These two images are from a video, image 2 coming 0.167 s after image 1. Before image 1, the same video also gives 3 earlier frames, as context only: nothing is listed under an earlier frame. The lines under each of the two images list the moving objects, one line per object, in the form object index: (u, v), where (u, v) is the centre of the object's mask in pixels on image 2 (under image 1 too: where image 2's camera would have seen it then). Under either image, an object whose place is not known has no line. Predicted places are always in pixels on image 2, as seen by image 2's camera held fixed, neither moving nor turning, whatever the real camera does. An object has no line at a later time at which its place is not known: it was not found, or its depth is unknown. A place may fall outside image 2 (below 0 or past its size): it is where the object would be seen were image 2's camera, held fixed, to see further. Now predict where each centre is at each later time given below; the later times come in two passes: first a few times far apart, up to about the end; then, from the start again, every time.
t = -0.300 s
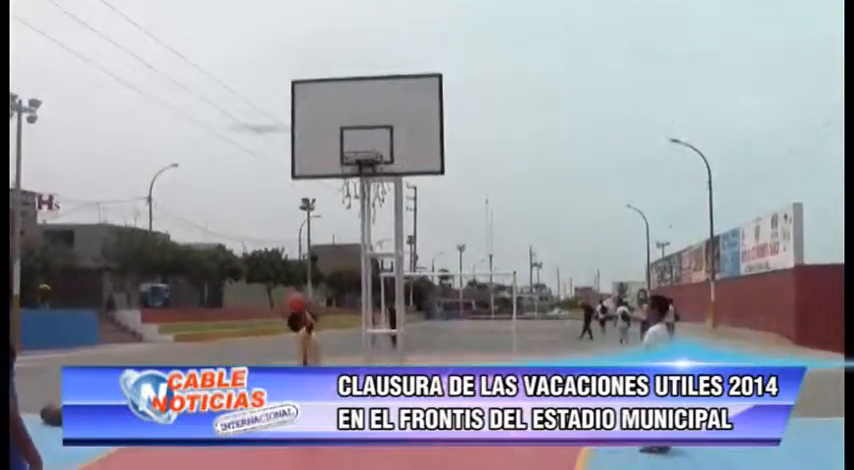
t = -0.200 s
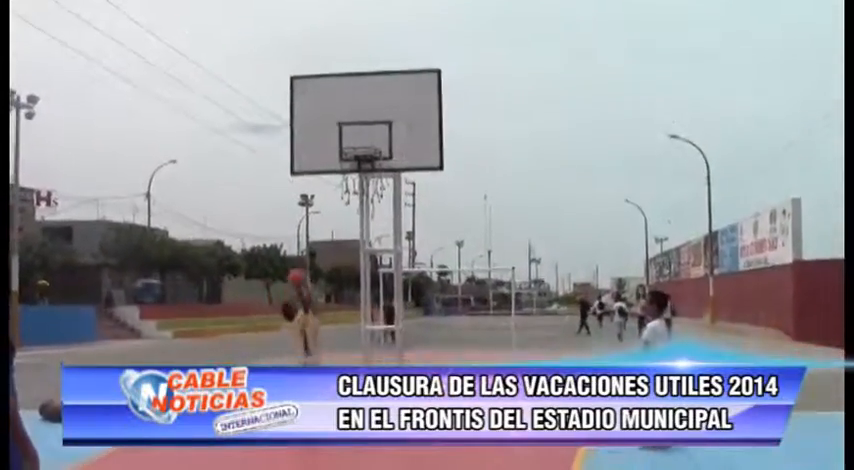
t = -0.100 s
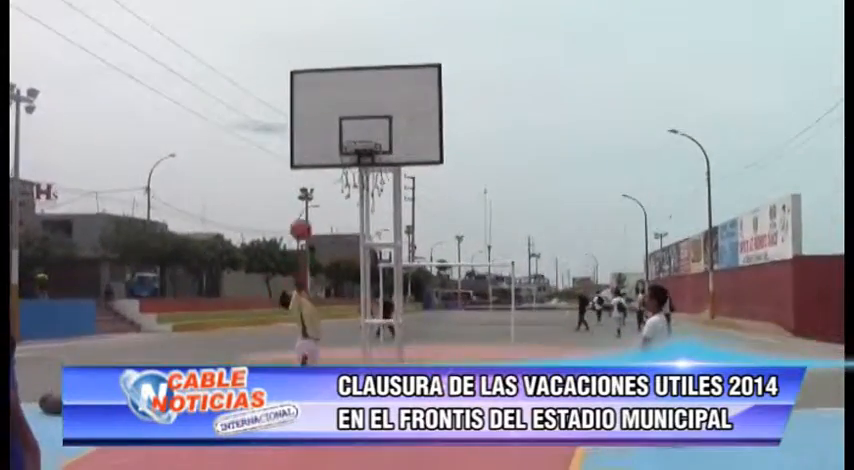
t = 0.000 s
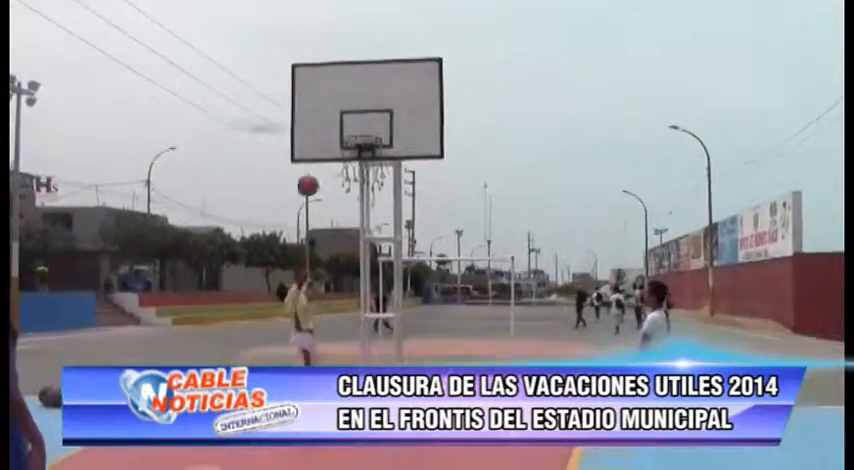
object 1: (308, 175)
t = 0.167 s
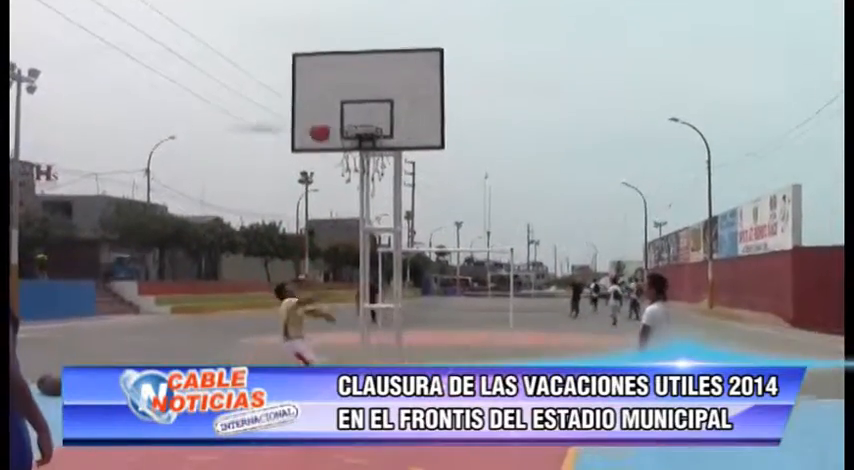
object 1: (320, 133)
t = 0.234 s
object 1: (324, 122)
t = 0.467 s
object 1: (341, 113)
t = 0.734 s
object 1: (354, 121)
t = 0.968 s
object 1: (364, 156)
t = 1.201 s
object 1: (376, 212)
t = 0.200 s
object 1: (322, 127)
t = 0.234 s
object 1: (324, 122)
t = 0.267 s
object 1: (326, 118)
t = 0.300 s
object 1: (329, 115)
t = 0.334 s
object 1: (331, 113)
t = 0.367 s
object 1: (333, 113)
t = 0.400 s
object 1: (336, 111)
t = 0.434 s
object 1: (338, 112)
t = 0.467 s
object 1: (341, 113)
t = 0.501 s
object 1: (343, 116)
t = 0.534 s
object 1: (345, 119)
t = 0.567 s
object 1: (347, 122)
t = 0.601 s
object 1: (348, 121)
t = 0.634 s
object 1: (350, 120)
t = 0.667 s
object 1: (352, 119)
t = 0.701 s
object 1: (351, 120)
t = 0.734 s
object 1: (354, 121)
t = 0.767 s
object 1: (355, 124)
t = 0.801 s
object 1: (355, 126)
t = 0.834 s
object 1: (356, 130)
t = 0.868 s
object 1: (358, 134)
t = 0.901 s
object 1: (363, 144)
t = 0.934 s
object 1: (364, 148)
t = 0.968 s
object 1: (364, 156)
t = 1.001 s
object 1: (365, 165)
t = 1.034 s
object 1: (367, 176)
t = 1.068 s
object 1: (369, 181)
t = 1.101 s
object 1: (371, 187)
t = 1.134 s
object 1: (372, 195)
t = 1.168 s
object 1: (373, 203)
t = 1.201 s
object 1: (376, 212)
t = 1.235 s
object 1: (377, 223)
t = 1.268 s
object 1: (378, 236)
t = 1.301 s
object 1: (379, 248)
